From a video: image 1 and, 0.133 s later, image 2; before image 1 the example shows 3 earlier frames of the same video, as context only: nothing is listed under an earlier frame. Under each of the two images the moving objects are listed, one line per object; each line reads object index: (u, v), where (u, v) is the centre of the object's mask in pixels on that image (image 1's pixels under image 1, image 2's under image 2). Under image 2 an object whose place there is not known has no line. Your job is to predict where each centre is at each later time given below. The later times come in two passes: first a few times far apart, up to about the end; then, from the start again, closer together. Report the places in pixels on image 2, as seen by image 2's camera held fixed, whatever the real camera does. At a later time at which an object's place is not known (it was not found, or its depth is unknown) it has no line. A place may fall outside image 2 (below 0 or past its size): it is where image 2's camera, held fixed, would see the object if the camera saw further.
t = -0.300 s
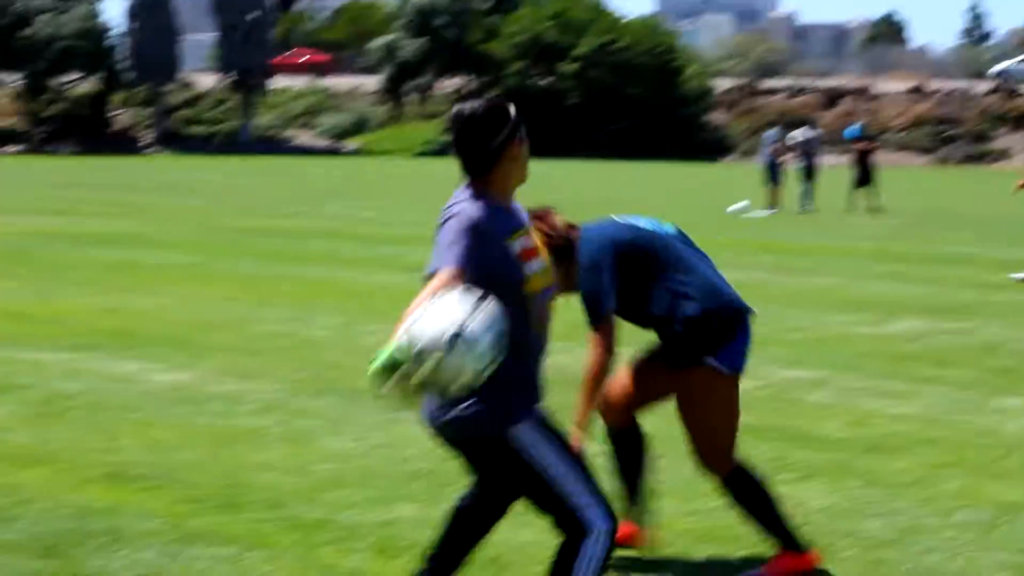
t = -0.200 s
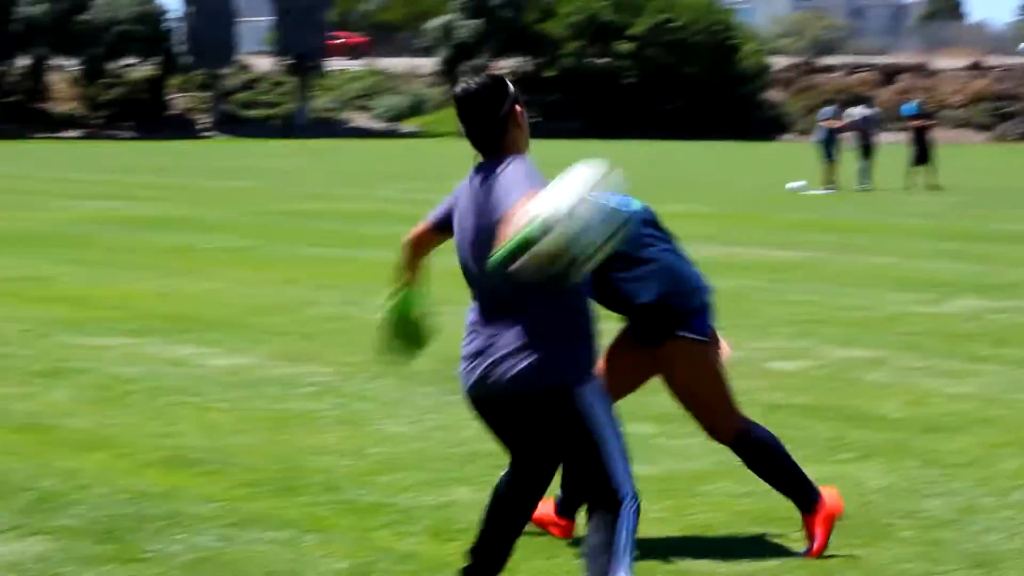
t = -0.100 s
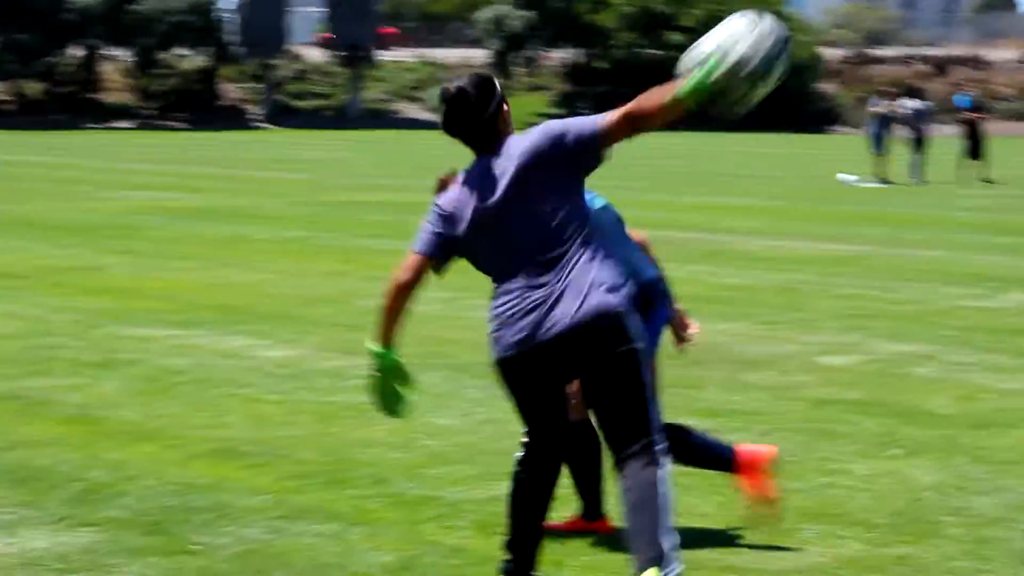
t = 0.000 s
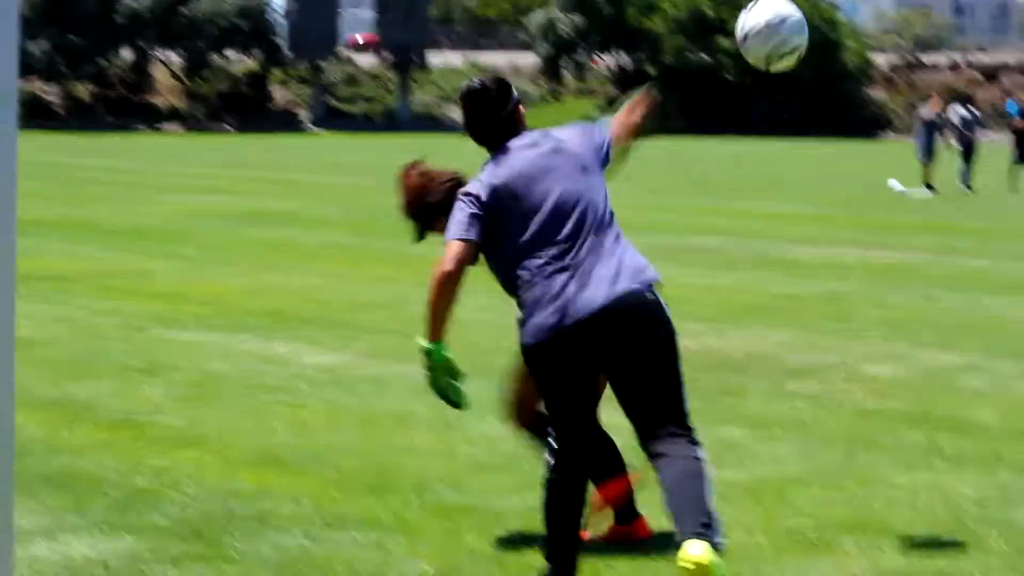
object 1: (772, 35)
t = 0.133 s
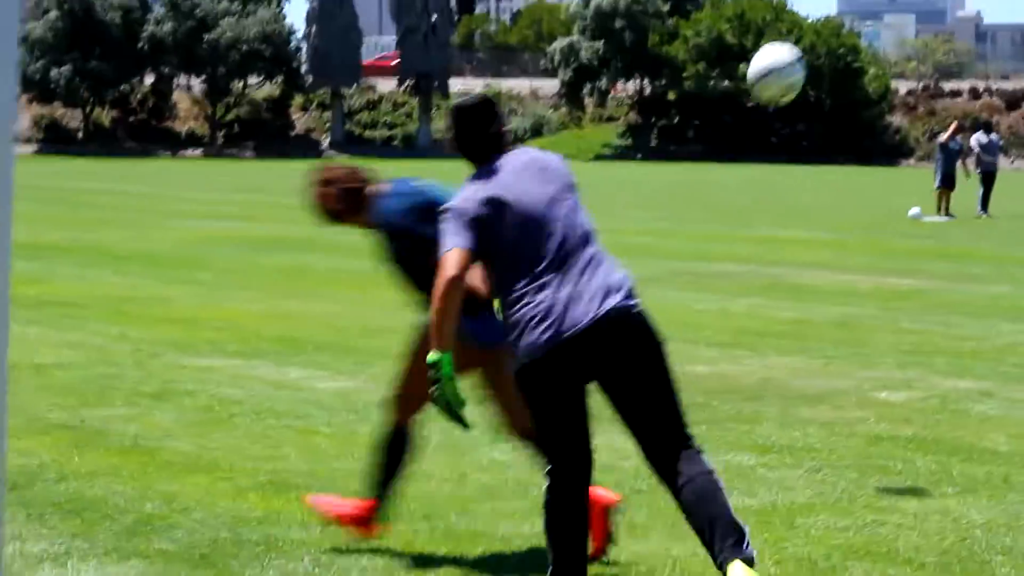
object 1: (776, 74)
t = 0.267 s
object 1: (777, 111)
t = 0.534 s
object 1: (807, 225)
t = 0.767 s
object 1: (840, 300)
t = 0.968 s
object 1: (847, 250)
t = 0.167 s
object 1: (774, 81)
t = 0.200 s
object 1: (775, 90)
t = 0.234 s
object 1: (776, 100)
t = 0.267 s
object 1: (777, 111)
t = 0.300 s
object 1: (780, 122)
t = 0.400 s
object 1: (789, 158)
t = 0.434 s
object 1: (793, 177)
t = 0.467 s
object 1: (797, 191)
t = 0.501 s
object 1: (802, 207)
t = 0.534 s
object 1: (807, 225)
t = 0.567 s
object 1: (811, 242)
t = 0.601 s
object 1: (816, 261)
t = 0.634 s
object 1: (820, 279)
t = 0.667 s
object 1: (827, 298)
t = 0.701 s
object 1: (834, 317)
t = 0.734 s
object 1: (838, 317)
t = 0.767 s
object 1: (840, 300)
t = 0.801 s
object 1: (840, 285)
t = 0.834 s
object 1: (842, 274)
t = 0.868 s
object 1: (842, 267)
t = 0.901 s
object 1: (843, 259)
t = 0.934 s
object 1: (845, 253)
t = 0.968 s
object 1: (847, 250)
